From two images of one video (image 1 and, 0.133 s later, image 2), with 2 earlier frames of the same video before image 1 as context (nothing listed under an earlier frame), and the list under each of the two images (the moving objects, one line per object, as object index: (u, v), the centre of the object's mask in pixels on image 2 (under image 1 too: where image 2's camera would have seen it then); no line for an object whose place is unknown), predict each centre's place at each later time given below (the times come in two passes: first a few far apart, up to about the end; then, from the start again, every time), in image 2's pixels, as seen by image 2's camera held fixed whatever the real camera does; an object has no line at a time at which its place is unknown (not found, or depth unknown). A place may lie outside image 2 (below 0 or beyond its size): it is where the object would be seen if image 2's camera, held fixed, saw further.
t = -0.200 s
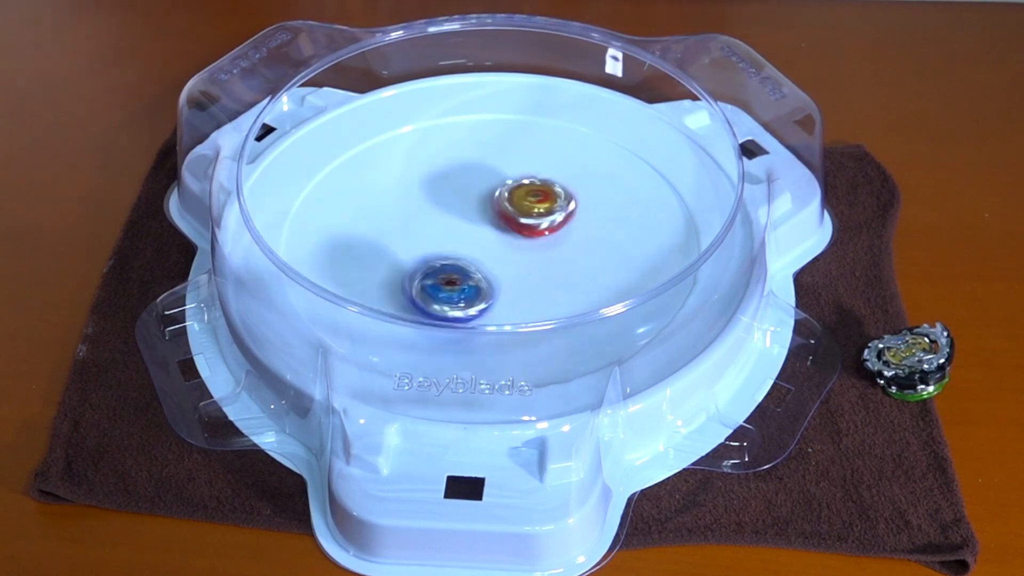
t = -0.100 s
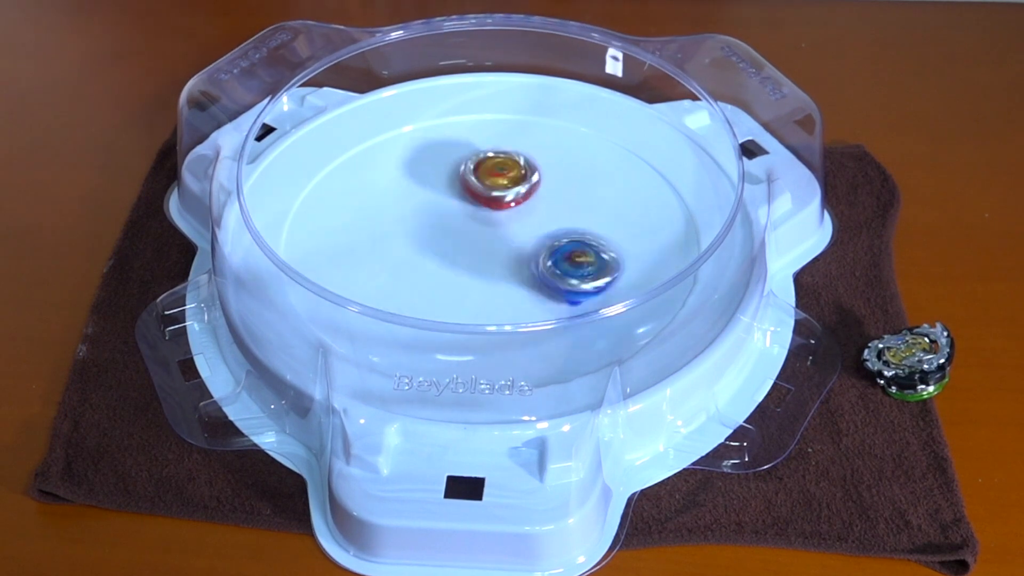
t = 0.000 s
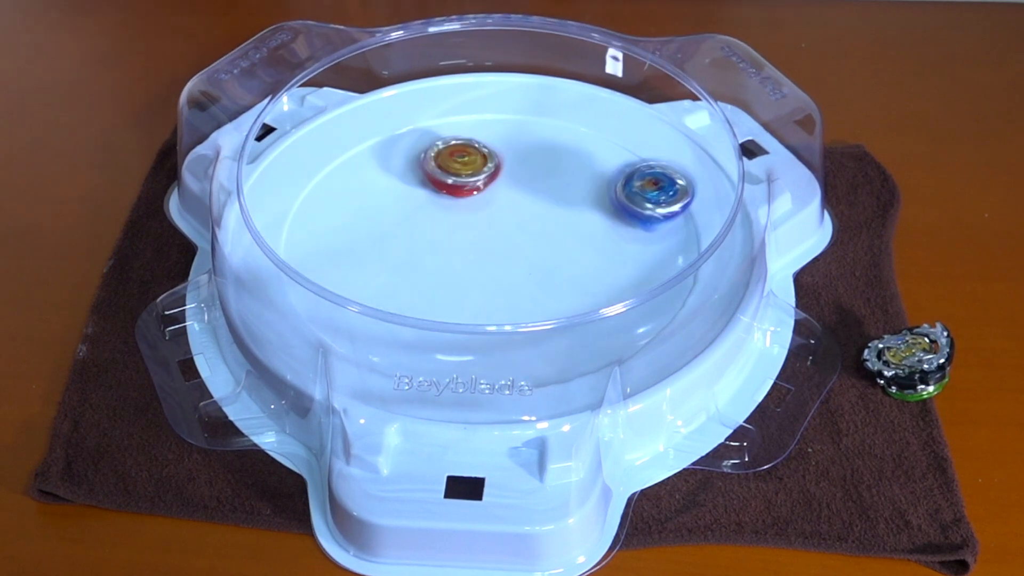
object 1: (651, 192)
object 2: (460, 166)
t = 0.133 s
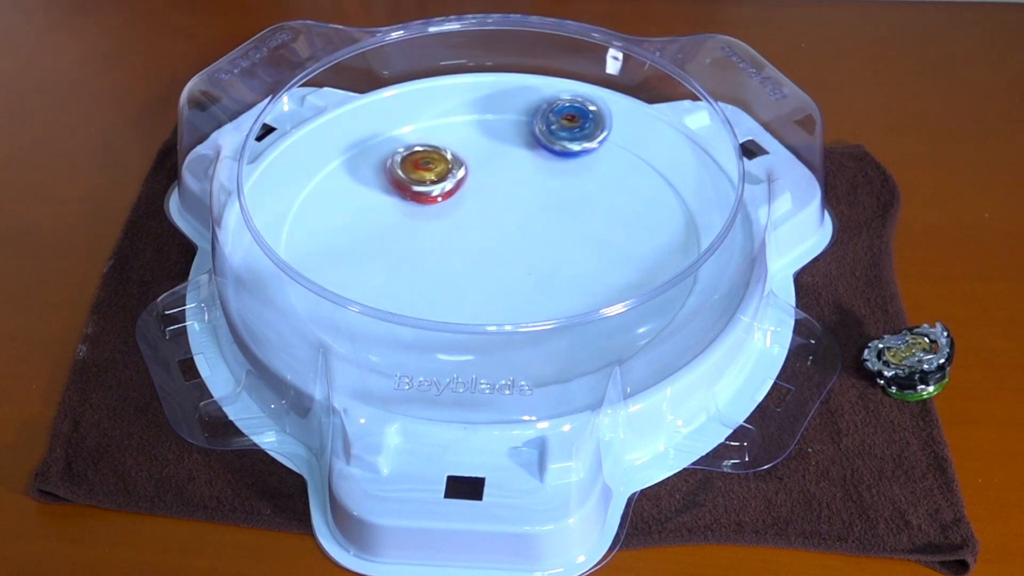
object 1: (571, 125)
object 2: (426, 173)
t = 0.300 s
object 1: (457, 125)
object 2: (431, 196)
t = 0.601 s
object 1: (463, 156)
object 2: (478, 311)
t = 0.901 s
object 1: (611, 190)
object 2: (586, 274)
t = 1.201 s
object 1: (600, 156)
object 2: (494, 191)
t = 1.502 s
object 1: (495, 276)
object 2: (370, 201)
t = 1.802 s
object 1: (612, 302)
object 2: (415, 251)
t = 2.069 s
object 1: (644, 194)
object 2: (425, 220)
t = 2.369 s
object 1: (551, 135)
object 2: (419, 207)
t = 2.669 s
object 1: (727, 98)
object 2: (362, 309)
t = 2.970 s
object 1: (703, 205)
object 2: (530, 288)
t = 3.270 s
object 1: (441, 227)
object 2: (607, 273)
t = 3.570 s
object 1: (354, 251)
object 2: (598, 247)
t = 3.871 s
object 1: (408, 242)
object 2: (586, 201)
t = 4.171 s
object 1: (445, 274)
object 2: (581, 158)
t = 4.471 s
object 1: (445, 276)
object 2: (515, 171)
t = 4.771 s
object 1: (445, 276)
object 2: (451, 153)
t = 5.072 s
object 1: (445, 277)
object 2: (423, 169)
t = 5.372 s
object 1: (445, 276)
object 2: (403, 214)
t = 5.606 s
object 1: (445, 276)
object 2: (377, 238)
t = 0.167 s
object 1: (542, 119)
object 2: (423, 178)
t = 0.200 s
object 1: (517, 115)
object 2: (422, 182)
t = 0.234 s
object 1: (492, 113)
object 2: (423, 188)
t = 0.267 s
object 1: (472, 117)
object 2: (427, 191)
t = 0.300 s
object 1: (457, 125)
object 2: (431, 196)
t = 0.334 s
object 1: (447, 124)
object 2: (428, 209)
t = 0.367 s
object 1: (448, 117)
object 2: (418, 232)
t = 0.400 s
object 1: (449, 114)
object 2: (416, 250)
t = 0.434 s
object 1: (447, 114)
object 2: (418, 265)
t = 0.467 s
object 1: (445, 120)
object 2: (425, 275)
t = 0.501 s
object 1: (444, 124)
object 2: (436, 287)
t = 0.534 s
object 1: (447, 134)
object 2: (449, 295)
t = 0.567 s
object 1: (454, 144)
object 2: (462, 300)
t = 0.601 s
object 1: (463, 156)
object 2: (478, 311)
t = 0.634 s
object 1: (475, 167)
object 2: (494, 314)
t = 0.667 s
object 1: (488, 175)
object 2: (512, 316)
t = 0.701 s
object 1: (504, 184)
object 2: (528, 315)
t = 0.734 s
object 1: (519, 190)
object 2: (543, 312)
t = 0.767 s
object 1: (538, 196)
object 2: (556, 307)
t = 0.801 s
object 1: (557, 197)
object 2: (567, 300)
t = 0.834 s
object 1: (576, 198)
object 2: (576, 289)
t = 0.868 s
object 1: (595, 196)
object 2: (582, 282)
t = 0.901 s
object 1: (611, 190)
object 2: (586, 274)
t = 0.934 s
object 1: (625, 185)
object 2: (586, 262)
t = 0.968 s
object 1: (633, 179)
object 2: (585, 252)
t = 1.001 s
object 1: (639, 171)
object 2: (580, 241)
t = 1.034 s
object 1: (640, 166)
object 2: (572, 232)
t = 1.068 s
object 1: (639, 160)
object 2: (559, 222)
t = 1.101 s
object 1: (634, 155)
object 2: (545, 213)
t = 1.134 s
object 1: (626, 153)
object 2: (528, 204)
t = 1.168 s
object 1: (616, 153)
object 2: (512, 197)
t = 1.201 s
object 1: (600, 156)
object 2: (494, 191)
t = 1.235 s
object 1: (582, 161)
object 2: (477, 187)
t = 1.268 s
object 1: (564, 169)
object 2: (459, 185)
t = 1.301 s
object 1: (545, 182)
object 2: (443, 185)
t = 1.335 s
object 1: (528, 195)
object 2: (428, 185)
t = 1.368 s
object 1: (514, 212)
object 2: (414, 186)
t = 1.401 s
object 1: (503, 228)
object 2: (399, 188)
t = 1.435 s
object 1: (495, 246)
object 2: (387, 191)
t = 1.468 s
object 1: (493, 262)
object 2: (377, 196)
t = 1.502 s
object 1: (495, 276)
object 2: (370, 201)
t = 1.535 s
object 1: (499, 288)
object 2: (366, 207)
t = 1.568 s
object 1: (506, 296)
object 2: (365, 214)
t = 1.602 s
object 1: (519, 303)
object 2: (367, 221)
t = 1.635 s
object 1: (536, 315)
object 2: (370, 227)
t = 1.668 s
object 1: (553, 319)
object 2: (377, 233)
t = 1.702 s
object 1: (571, 317)
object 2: (384, 238)
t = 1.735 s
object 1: (589, 312)
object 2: (393, 243)
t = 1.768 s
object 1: (603, 309)
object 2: (404, 248)
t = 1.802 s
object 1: (612, 302)
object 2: (415, 251)
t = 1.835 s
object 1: (620, 289)
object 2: (428, 254)
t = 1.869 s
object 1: (621, 274)
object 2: (442, 256)
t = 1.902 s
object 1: (618, 264)
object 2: (457, 257)
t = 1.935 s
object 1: (603, 249)
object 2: (472, 256)
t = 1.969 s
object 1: (581, 237)
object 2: (488, 253)
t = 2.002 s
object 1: (597, 213)
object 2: (470, 242)
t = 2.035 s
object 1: (622, 205)
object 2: (446, 227)
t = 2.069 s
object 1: (644, 194)
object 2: (425, 220)
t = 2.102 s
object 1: (658, 180)
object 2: (415, 211)
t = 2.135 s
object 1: (661, 167)
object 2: (408, 204)
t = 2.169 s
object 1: (658, 153)
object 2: (408, 201)
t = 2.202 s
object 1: (646, 145)
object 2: (412, 201)
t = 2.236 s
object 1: (631, 139)
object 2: (414, 201)
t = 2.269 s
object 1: (615, 134)
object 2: (416, 203)
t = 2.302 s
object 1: (597, 132)
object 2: (418, 204)
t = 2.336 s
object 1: (575, 132)
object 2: (419, 206)
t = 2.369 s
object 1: (551, 135)
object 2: (419, 207)
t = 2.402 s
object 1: (527, 141)
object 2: (422, 208)
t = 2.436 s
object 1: (503, 153)
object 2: (429, 210)
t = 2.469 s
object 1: (506, 160)
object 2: (412, 219)
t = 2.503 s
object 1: (565, 143)
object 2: (343, 243)
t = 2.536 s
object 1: (613, 115)
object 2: (286, 260)
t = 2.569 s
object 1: (660, 96)
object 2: (275, 271)
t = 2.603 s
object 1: (692, 79)
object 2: (296, 288)
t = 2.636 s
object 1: (720, 88)
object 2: (329, 293)
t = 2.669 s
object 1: (727, 98)
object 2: (362, 309)
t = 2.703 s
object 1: (735, 108)
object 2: (399, 311)
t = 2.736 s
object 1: (754, 121)
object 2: (428, 310)
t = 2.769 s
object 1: (760, 128)
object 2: (457, 305)
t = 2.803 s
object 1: (744, 146)
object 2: (480, 298)
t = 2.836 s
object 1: (739, 153)
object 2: (496, 295)
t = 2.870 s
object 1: (735, 168)
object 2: (507, 291)
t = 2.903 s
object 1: (731, 180)
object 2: (516, 290)
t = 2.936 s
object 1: (713, 195)
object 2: (524, 288)
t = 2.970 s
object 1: (703, 205)
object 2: (530, 288)
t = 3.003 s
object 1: (685, 214)
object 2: (537, 286)
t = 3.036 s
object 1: (659, 224)
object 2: (546, 284)
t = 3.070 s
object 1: (628, 231)
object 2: (556, 282)
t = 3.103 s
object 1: (596, 229)
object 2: (565, 281)
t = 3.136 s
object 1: (563, 226)
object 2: (575, 280)
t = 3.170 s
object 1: (530, 231)
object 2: (584, 278)
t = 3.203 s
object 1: (498, 229)
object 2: (594, 276)
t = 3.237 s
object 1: (470, 227)
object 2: (603, 274)
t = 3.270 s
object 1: (441, 227)
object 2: (607, 273)
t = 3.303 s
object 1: (416, 227)
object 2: (611, 271)
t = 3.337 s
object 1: (396, 232)
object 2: (613, 269)
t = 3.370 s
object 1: (380, 236)
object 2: (613, 268)
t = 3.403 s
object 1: (370, 240)
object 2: (614, 267)
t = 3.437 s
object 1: (363, 245)
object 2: (613, 263)
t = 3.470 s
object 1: (358, 248)
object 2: (611, 260)
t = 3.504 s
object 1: (356, 250)
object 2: (605, 255)
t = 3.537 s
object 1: (355, 250)
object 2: (601, 250)
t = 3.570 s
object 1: (354, 251)
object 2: (598, 247)
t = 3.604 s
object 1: (354, 251)
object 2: (597, 243)
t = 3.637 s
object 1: (356, 250)
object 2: (593, 239)
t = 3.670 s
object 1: (357, 249)
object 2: (591, 234)
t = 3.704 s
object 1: (360, 247)
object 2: (587, 228)
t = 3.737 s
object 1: (366, 245)
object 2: (587, 222)
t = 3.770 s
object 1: (374, 242)
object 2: (587, 217)
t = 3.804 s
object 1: (383, 240)
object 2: (588, 213)
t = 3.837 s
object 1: (396, 239)
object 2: (587, 208)
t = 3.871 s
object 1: (408, 242)
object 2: (586, 201)
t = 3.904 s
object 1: (420, 247)
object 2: (587, 194)
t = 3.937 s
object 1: (430, 252)
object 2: (590, 186)
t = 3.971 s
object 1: (437, 256)
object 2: (592, 180)
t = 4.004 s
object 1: (442, 261)
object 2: (592, 174)
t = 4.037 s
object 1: (444, 265)
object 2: (592, 168)
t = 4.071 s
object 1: (446, 269)
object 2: (592, 164)
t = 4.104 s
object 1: (446, 271)
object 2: (589, 162)
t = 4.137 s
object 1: (445, 273)
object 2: (584, 159)
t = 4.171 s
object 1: (445, 274)
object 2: (581, 158)
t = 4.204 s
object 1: (445, 276)
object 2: (575, 159)
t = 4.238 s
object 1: (445, 277)
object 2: (569, 160)
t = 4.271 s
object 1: (445, 277)
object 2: (561, 161)
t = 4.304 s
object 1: (445, 276)
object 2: (553, 164)
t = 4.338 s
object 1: (445, 276)
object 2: (545, 166)
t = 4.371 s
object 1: (445, 276)
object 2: (537, 168)
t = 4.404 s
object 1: (445, 276)
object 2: (528, 170)
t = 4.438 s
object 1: (445, 276)
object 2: (521, 171)
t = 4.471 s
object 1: (445, 276)
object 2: (515, 171)
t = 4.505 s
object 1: (445, 276)
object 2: (509, 171)
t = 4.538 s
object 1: (445, 276)
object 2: (503, 170)
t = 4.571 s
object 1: (445, 276)
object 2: (496, 168)
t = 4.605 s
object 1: (445, 276)
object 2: (488, 165)
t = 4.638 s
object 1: (445, 276)
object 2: (479, 162)
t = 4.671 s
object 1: (445, 276)
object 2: (472, 161)
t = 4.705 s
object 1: (445, 276)
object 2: (467, 158)
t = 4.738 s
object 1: (445, 276)
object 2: (460, 155)
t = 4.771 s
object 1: (445, 276)
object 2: (451, 153)
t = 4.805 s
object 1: (445, 276)
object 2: (447, 151)
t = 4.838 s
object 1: (445, 276)
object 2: (442, 151)
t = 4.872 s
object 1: (445, 276)
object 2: (437, 151)
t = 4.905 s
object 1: (445, 277)
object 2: (434, 152)
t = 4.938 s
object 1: (445, 277)
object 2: (432, 152)
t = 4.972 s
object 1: (445, 276)
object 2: (429, 154)
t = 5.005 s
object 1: (445, 276)
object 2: (428, 158)
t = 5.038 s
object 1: (445, 277)
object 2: (427, 164)
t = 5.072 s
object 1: (445, 277)
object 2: (423, 169)
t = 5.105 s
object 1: (445, 277)
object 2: (422, 174)
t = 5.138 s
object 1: (445, 277)
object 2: (421, 180)
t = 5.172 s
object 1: (445, 277)
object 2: (421, 186)
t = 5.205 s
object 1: (445, 276)
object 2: (418, 193)
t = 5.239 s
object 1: (445, 276)
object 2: (415, 199)
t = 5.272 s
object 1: (445, 276)
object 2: (412, 203)
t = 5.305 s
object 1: (445, 277)
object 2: (410, 207)
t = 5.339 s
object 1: (445, 276)
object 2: (407, 210)
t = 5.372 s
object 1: (445, 276)
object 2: (403, 214)
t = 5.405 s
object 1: (445, 276)
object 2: (399, 218)
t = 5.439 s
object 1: (445, 276)
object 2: (393, 222)
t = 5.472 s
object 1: (445, 276)
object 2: (388, 226)
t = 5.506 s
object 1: (445, 276)
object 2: (384, 229)
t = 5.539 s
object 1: (445, 276)
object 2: (381, 232)
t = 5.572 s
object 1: (445, 276)
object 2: (377, 235)
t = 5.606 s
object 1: (445, 276)
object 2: (377, 238)
